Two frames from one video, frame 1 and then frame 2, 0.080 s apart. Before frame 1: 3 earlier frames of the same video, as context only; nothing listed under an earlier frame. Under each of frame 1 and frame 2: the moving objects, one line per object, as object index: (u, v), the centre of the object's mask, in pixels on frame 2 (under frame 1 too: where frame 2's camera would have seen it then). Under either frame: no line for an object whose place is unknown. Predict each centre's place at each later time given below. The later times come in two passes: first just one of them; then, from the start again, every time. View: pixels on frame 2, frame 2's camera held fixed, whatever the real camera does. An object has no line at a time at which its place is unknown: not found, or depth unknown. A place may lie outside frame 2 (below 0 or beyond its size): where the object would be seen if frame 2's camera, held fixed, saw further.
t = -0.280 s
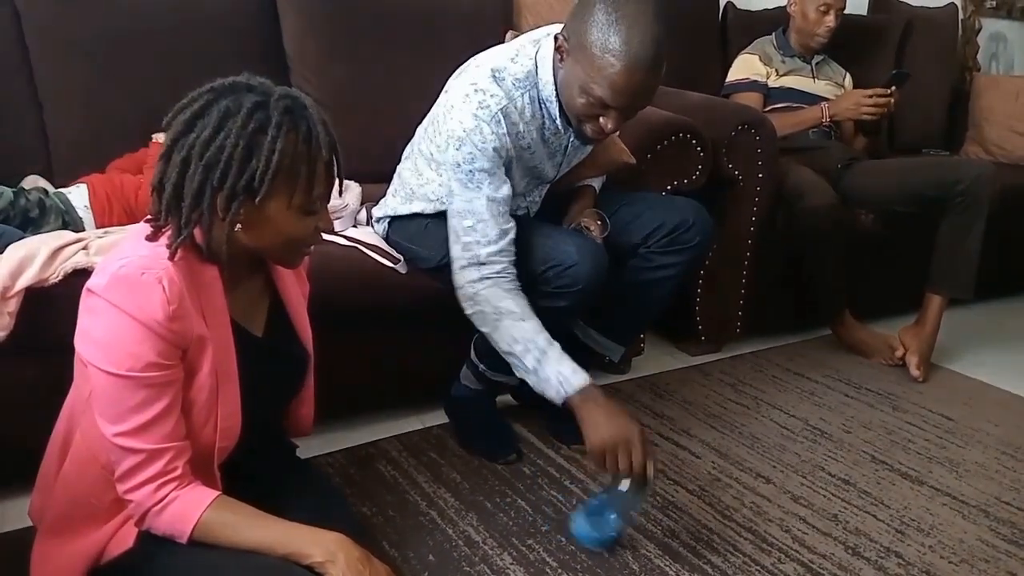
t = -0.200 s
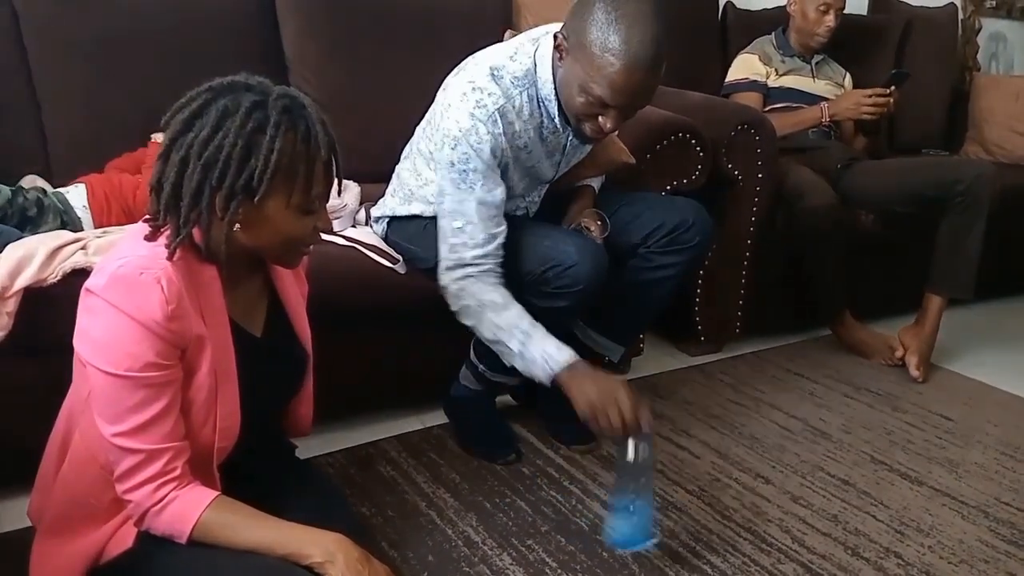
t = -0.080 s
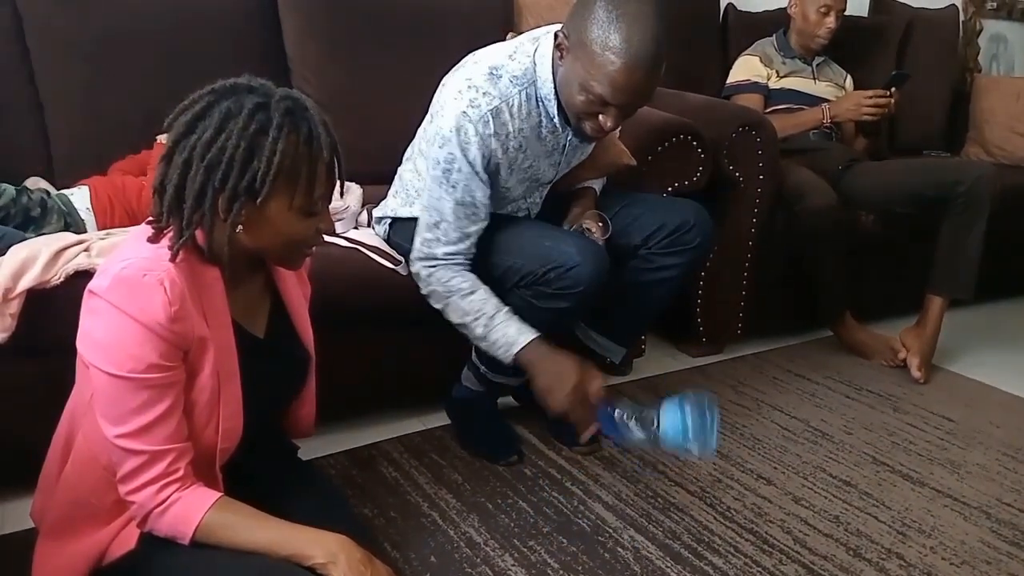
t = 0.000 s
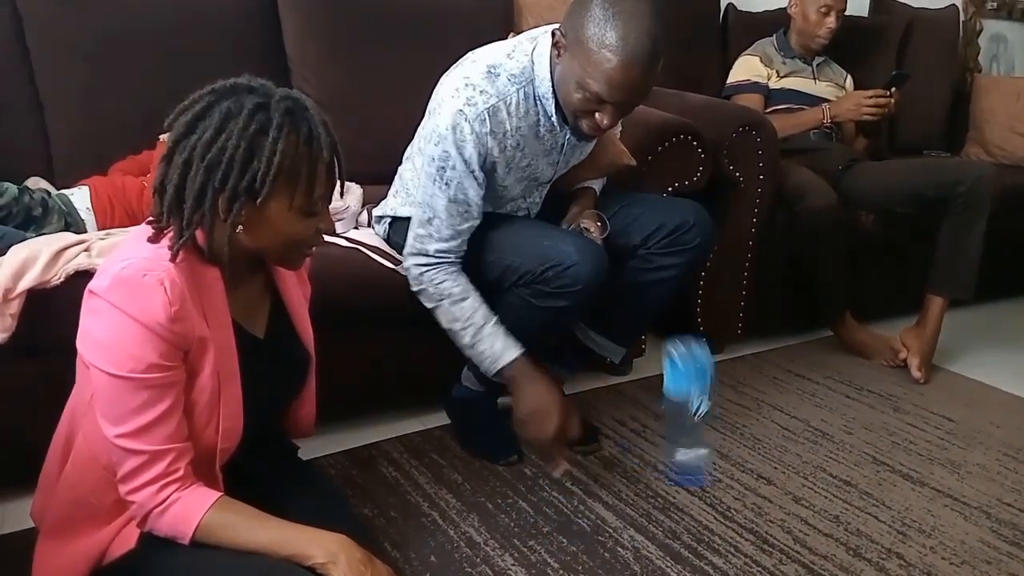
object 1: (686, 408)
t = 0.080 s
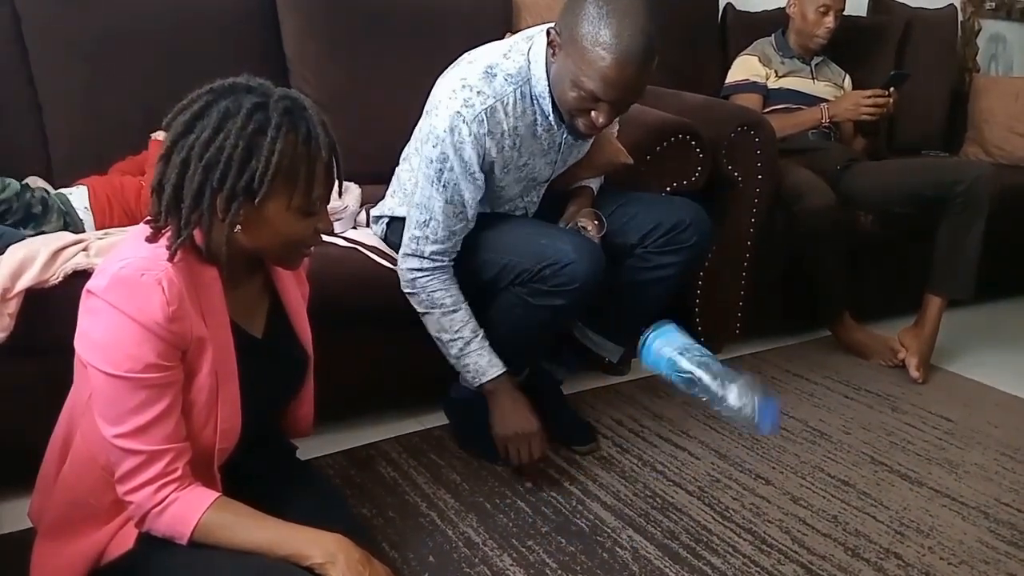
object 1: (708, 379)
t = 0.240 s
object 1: (674, 429)
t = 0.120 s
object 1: (701, 374)
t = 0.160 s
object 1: (693, 382)
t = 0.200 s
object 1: (684, 400)
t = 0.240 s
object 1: (674, 429)
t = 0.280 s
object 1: (657, 502)
